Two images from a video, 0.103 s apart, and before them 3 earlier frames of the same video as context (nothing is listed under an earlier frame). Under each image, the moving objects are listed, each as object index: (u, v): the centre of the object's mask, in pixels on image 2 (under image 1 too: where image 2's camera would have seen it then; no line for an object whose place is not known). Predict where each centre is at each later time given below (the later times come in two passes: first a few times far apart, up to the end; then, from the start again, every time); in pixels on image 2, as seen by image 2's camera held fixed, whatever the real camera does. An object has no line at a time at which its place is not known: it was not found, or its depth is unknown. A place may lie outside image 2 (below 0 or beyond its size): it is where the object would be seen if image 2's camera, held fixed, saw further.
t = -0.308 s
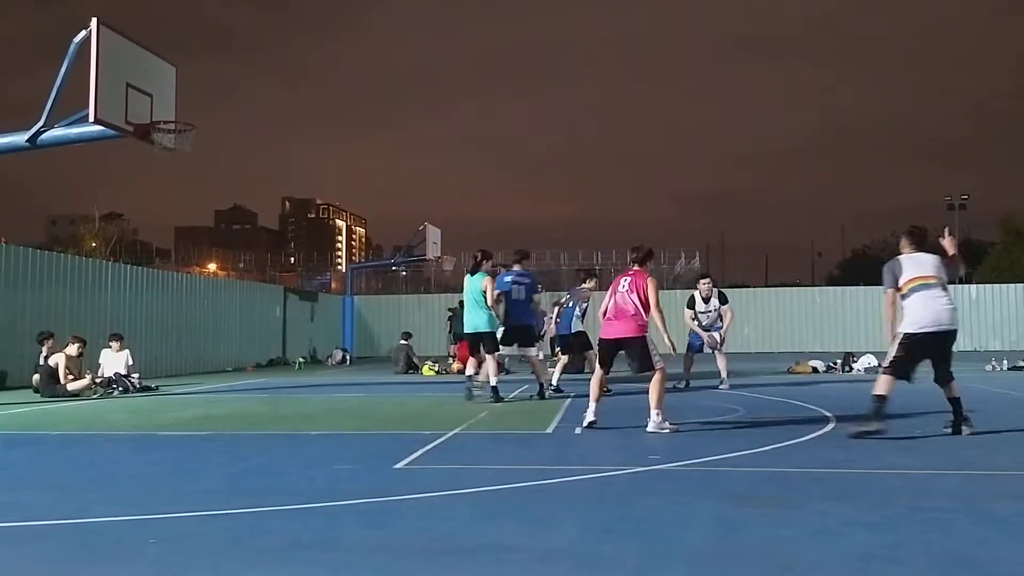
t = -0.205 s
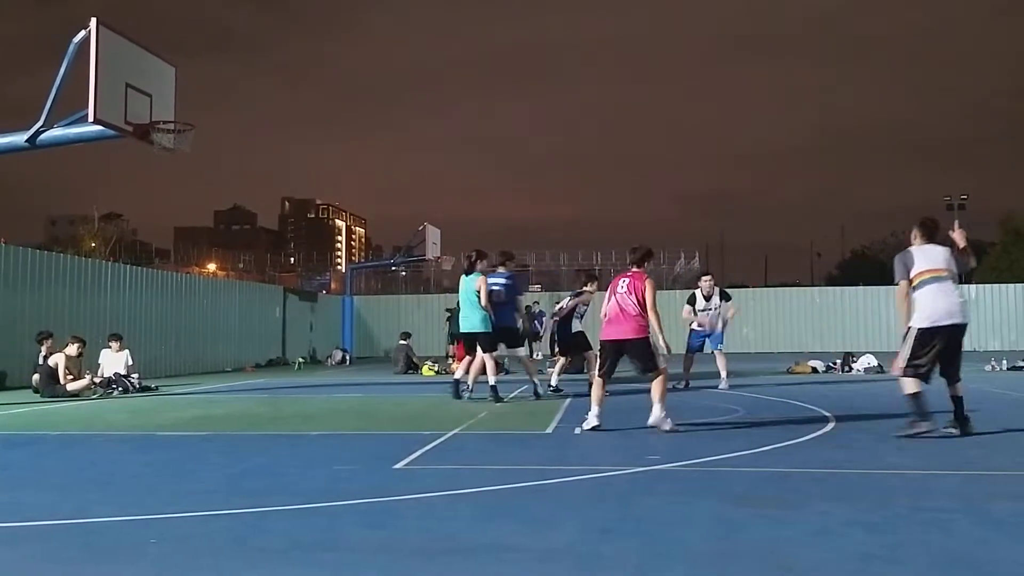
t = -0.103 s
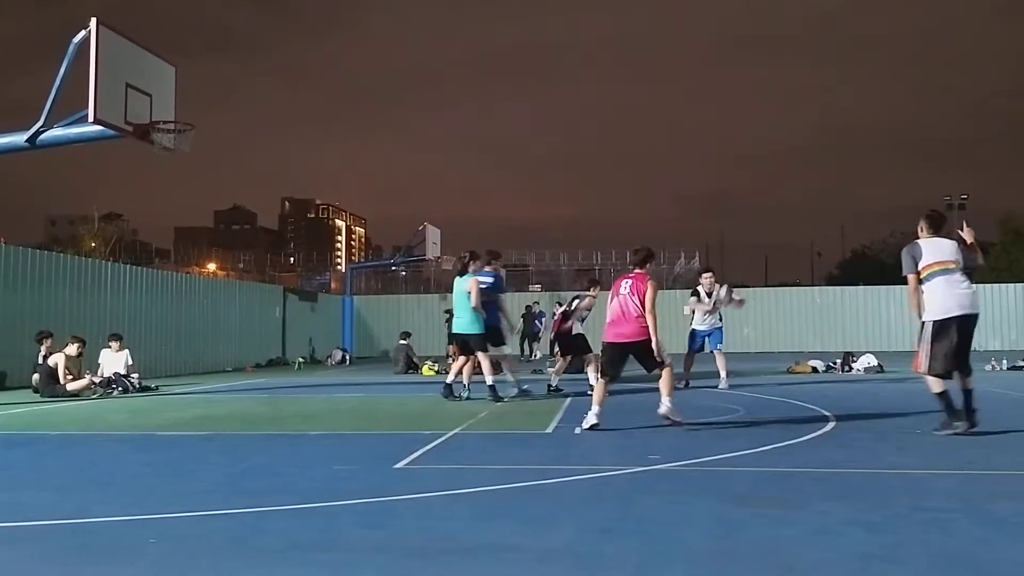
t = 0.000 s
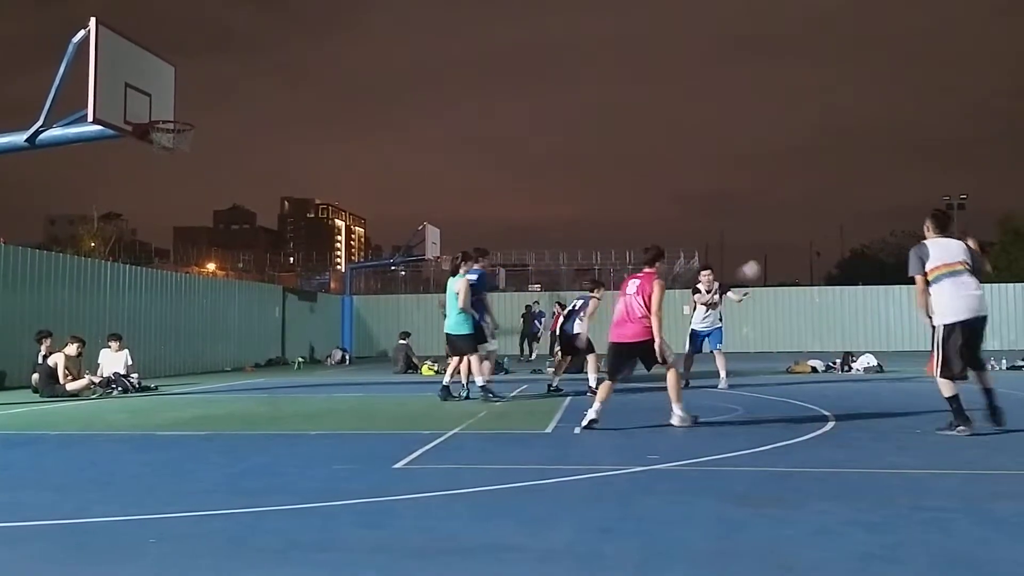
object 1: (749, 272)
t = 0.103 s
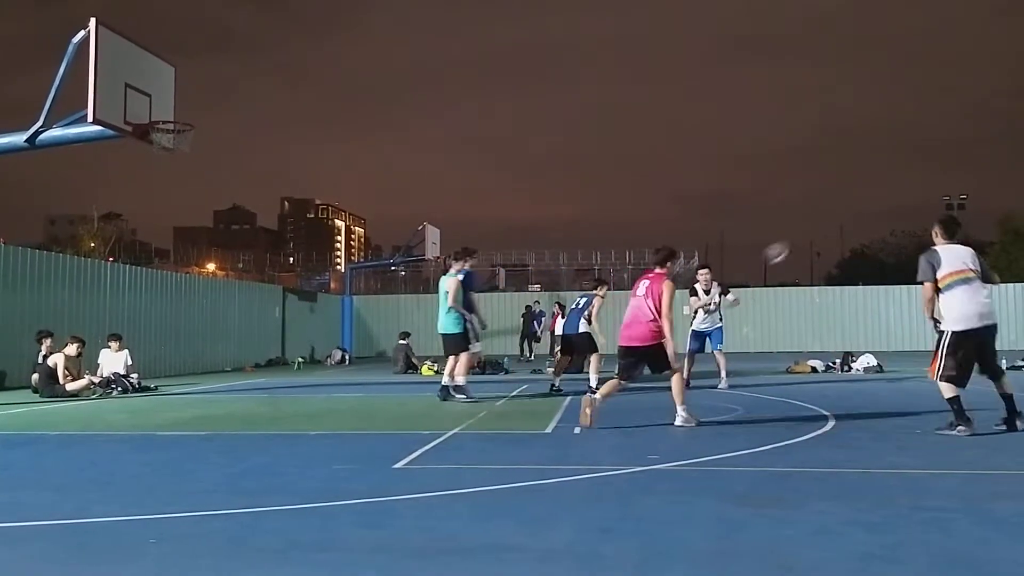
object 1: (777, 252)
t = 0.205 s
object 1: (807, 238)
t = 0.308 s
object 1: (844, 235)
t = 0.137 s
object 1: (786, 247)
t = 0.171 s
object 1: (796, 243)
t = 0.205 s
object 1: (807, 238)
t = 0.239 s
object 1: (818, 234)
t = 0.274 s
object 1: (830, 235)
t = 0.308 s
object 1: (844, 235)
